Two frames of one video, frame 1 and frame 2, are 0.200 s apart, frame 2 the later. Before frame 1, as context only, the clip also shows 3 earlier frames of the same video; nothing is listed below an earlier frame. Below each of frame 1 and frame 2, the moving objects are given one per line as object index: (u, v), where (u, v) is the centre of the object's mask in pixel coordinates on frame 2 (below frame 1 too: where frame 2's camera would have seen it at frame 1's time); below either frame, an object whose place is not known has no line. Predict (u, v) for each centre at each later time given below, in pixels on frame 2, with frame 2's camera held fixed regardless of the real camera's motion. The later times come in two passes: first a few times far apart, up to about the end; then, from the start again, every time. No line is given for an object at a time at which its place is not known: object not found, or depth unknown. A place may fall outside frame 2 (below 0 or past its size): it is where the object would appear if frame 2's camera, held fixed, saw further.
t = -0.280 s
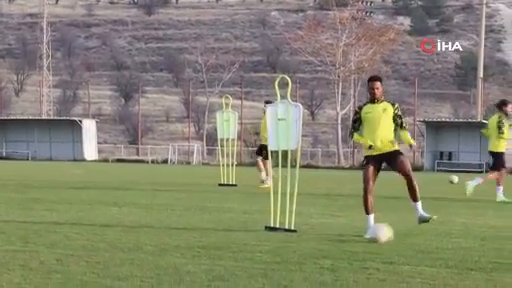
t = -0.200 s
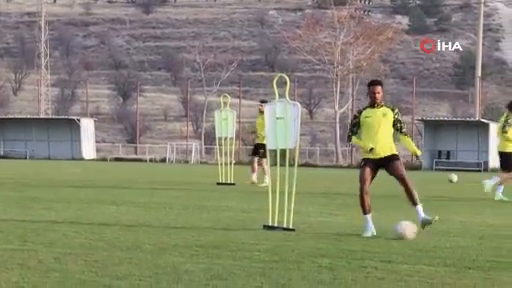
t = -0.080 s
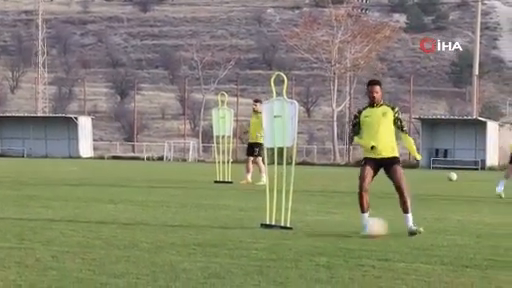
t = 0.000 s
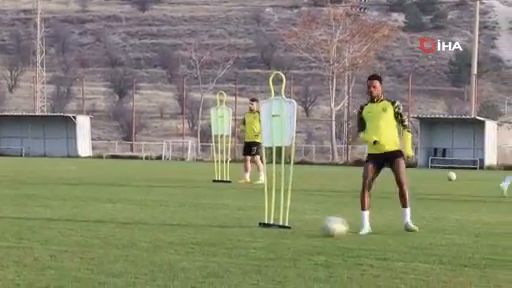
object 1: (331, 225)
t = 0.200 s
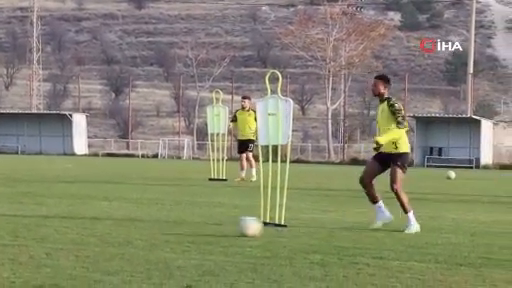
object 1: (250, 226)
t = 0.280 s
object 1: (223, 227)
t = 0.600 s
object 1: (134, 228)
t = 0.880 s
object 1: (61, 230)
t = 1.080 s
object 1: (18, 230)
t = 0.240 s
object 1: (237, 226)
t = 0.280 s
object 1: (223, 227)
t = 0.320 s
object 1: (209, 227)
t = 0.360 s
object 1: (198, 226)
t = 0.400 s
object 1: (187, 226)
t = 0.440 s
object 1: (175, 227)
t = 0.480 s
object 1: (165, 227)
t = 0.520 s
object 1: (154, 227)
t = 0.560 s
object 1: (144, 228)
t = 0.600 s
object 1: (134, 228)
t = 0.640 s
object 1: (123, 228)
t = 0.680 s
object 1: (112, 229)
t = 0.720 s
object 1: (103, 229)
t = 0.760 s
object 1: (92, 229)
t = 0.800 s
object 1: (82, 229)
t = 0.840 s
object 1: (72, 229)
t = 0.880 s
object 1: (61, 230)
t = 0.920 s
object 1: (52, 230)
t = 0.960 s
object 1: (43, 229)
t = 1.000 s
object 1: (32, 230)
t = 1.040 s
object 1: (23, 230)
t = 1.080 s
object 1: (18, 230)
